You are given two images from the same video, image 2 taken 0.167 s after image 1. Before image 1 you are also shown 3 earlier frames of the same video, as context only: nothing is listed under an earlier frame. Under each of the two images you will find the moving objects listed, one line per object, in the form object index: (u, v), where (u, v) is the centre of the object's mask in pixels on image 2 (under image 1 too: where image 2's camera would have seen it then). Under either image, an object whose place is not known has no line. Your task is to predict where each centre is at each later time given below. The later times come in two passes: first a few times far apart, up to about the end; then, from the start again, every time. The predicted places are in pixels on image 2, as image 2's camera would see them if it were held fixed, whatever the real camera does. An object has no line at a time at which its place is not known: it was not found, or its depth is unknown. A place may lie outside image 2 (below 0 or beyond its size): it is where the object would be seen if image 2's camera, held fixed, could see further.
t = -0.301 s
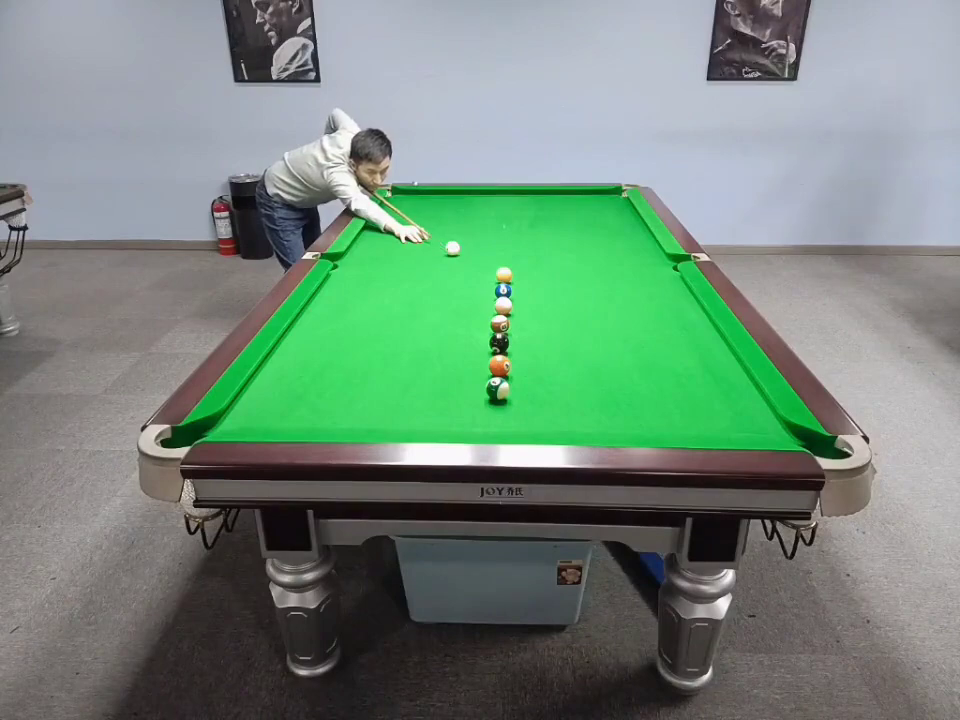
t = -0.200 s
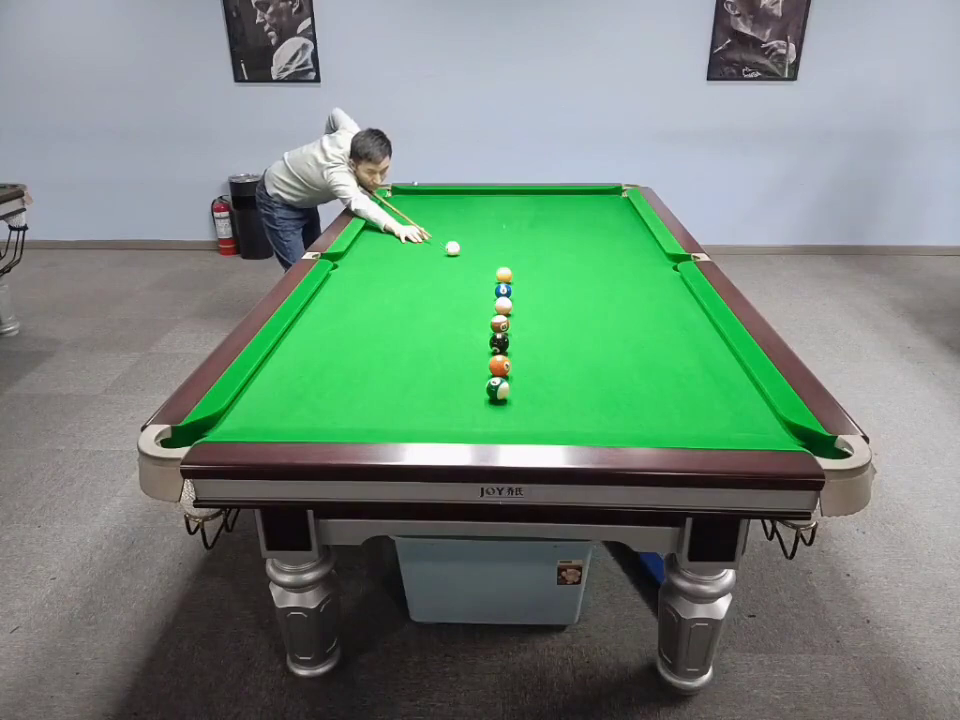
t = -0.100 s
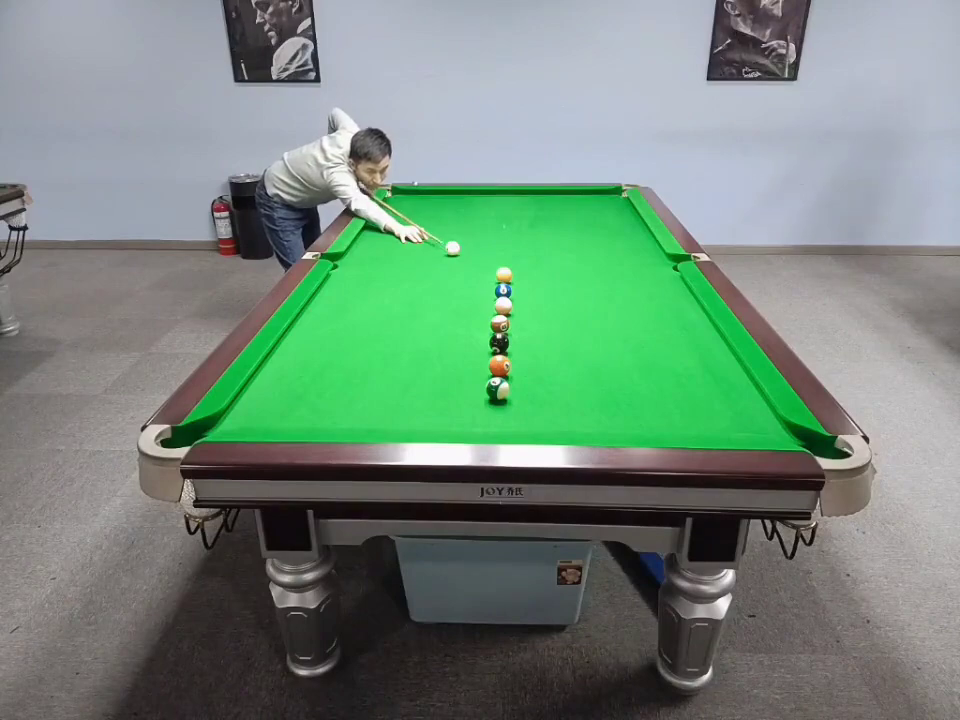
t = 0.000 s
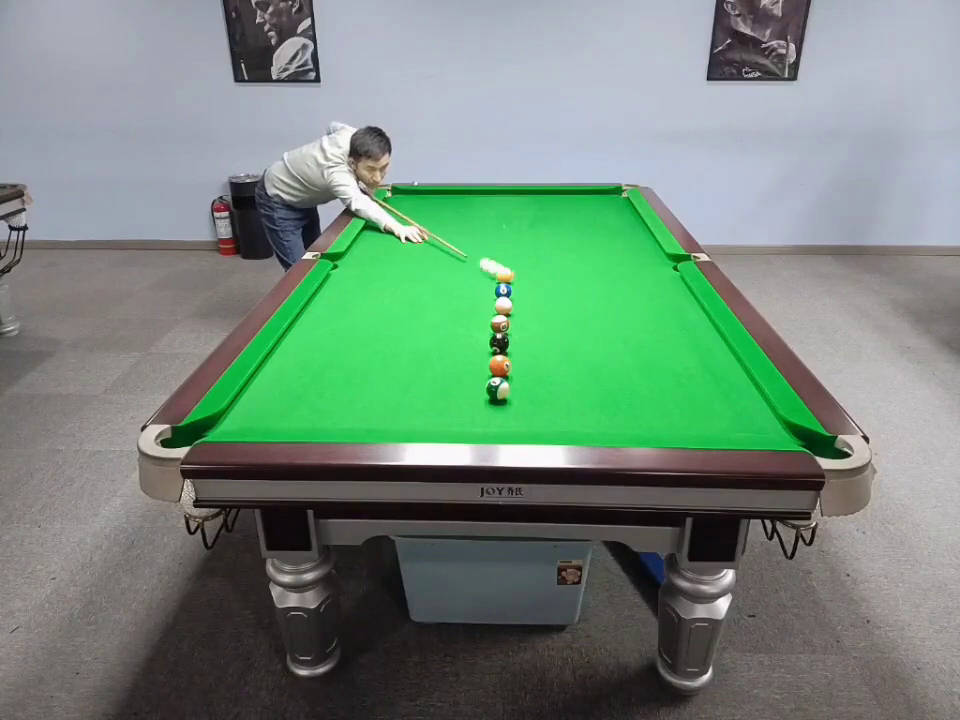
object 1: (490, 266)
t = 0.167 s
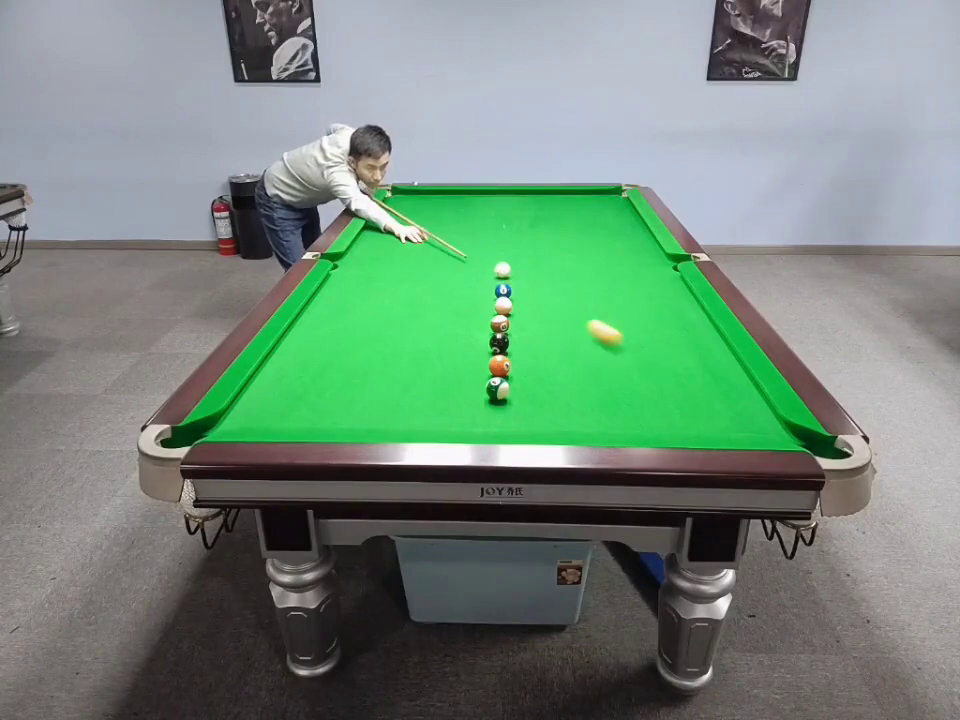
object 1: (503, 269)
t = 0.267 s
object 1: (505, 269)
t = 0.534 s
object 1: (512, 267)
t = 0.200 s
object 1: (504, 269)
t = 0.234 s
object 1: (504, 269)
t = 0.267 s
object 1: (505, 269)
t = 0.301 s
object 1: (506, 269)
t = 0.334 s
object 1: (507, 269)
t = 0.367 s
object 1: (508, 268)
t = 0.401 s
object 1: (509, 268)
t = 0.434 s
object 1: (509, 268)
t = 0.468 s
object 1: (510, 268)
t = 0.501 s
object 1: (511, 267)
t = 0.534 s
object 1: (512, 267)
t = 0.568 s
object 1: (512, 267)
